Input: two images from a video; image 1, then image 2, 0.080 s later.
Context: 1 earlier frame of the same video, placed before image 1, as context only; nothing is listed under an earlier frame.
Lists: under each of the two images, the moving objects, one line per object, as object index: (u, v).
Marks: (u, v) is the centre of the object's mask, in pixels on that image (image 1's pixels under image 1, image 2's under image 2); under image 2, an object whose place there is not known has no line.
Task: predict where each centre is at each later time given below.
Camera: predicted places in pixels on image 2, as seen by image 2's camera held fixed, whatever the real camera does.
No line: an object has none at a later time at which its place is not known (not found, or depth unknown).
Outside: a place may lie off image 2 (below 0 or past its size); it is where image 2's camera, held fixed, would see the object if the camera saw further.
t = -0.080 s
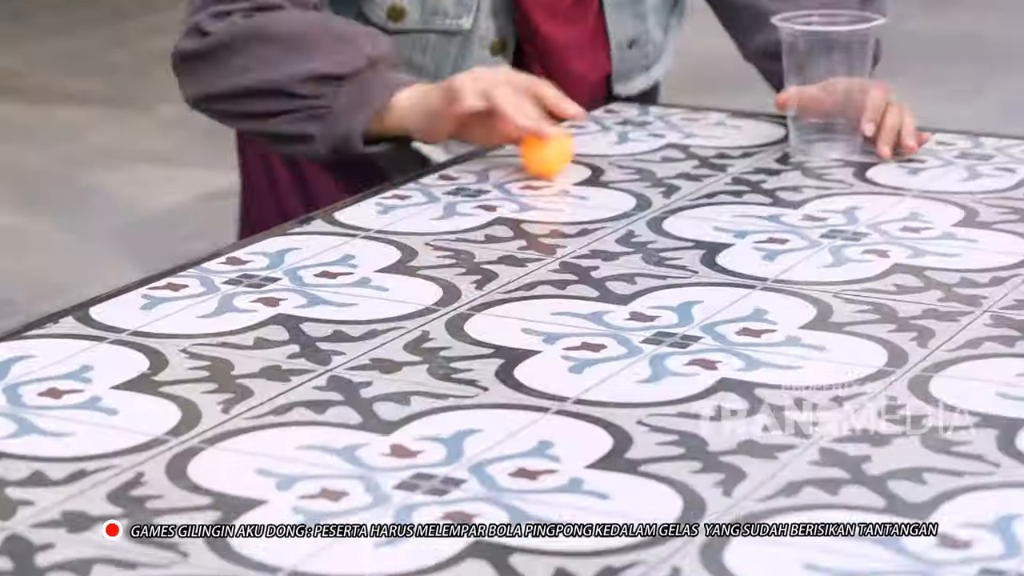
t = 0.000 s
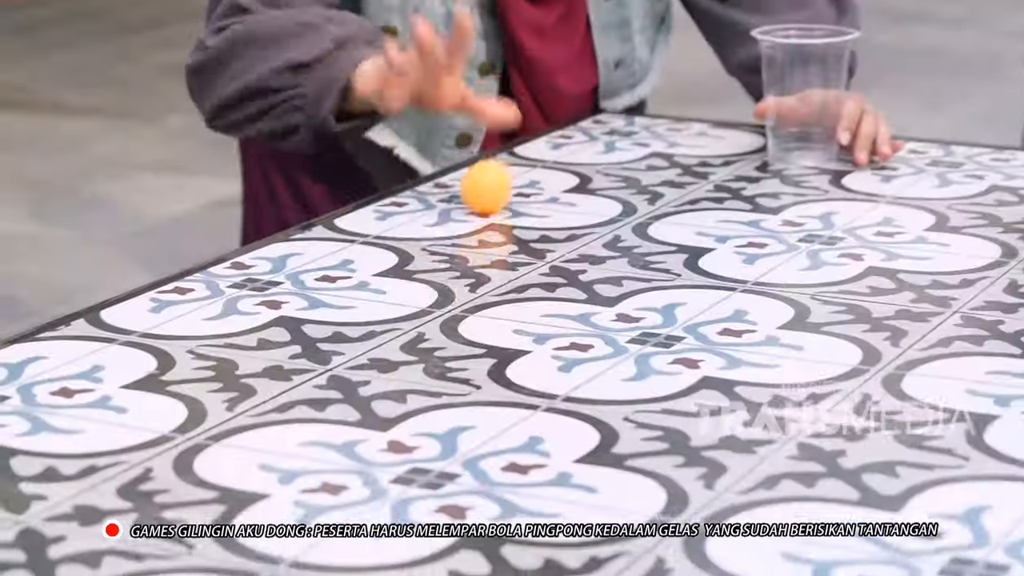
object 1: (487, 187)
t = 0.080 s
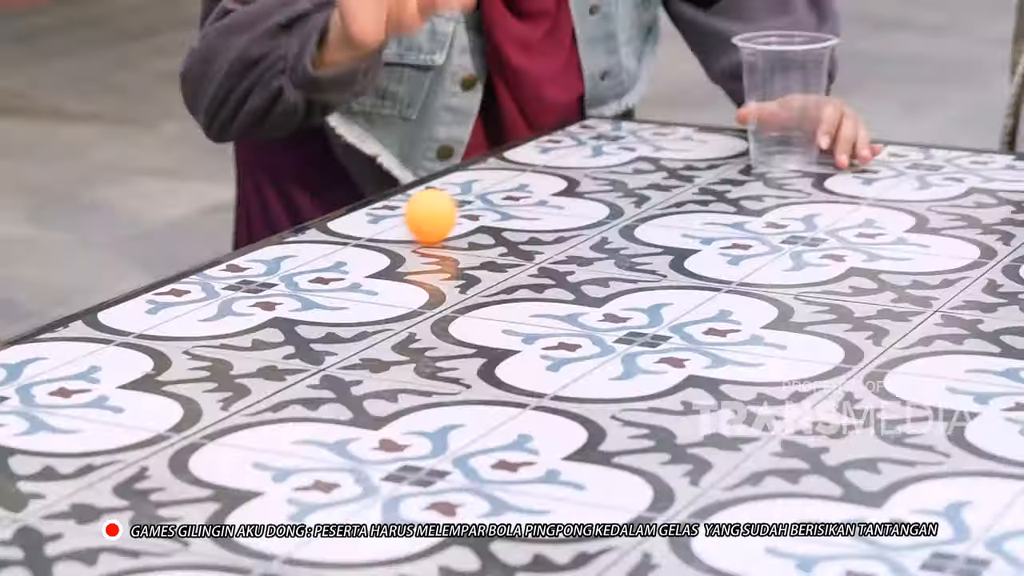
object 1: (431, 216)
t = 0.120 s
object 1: (407, 230)
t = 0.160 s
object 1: (385, 242)
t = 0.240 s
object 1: (345, 265)
